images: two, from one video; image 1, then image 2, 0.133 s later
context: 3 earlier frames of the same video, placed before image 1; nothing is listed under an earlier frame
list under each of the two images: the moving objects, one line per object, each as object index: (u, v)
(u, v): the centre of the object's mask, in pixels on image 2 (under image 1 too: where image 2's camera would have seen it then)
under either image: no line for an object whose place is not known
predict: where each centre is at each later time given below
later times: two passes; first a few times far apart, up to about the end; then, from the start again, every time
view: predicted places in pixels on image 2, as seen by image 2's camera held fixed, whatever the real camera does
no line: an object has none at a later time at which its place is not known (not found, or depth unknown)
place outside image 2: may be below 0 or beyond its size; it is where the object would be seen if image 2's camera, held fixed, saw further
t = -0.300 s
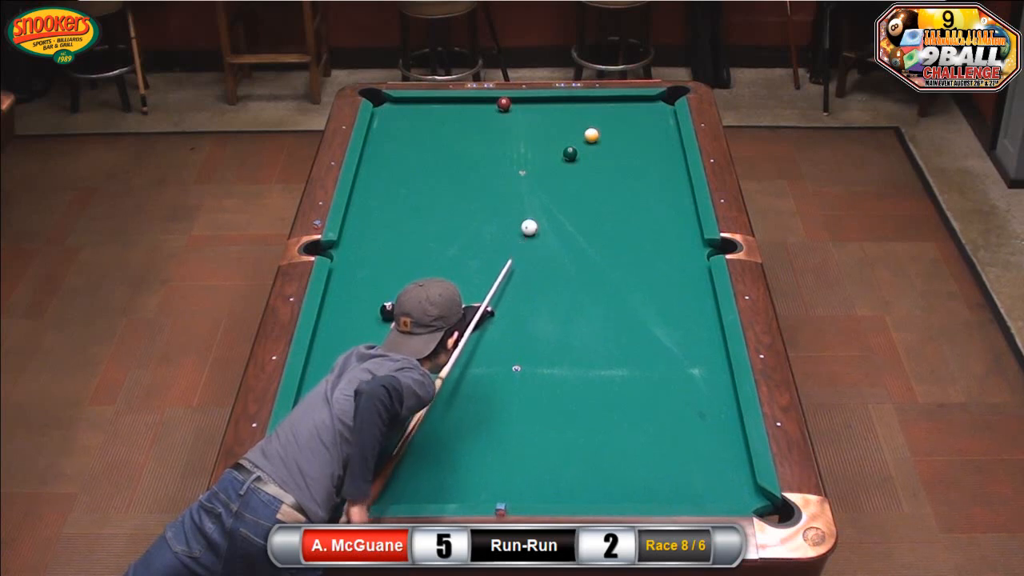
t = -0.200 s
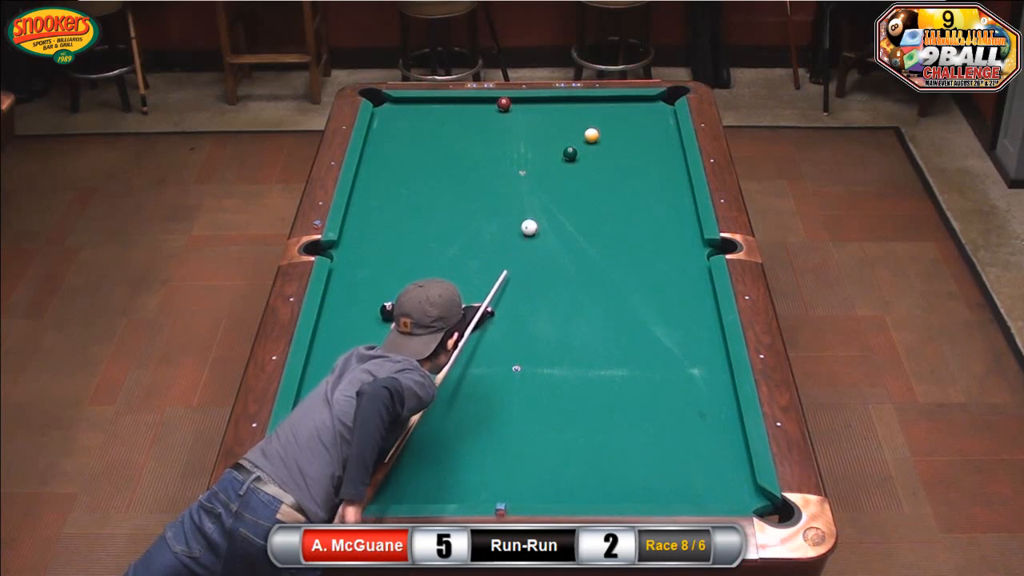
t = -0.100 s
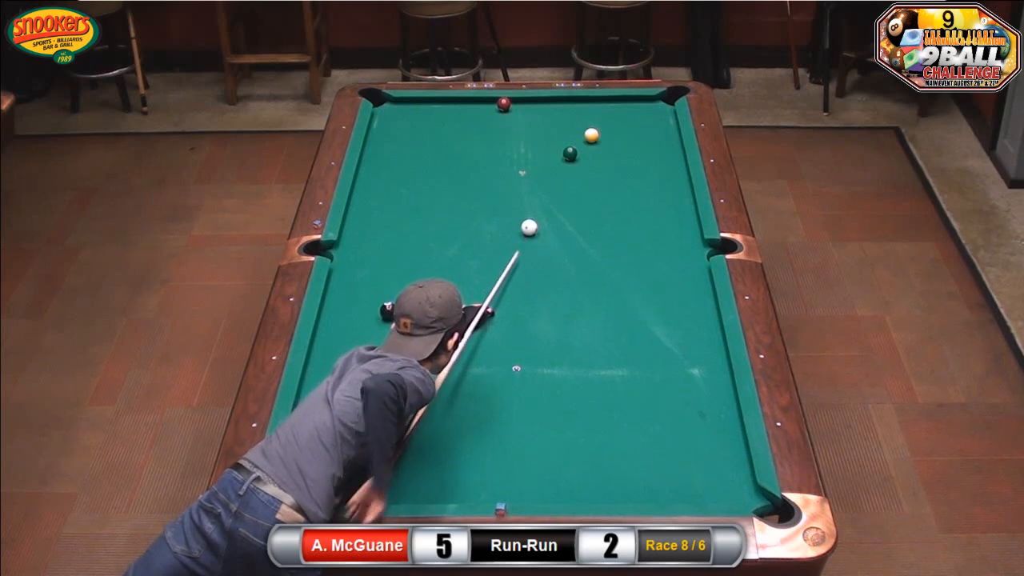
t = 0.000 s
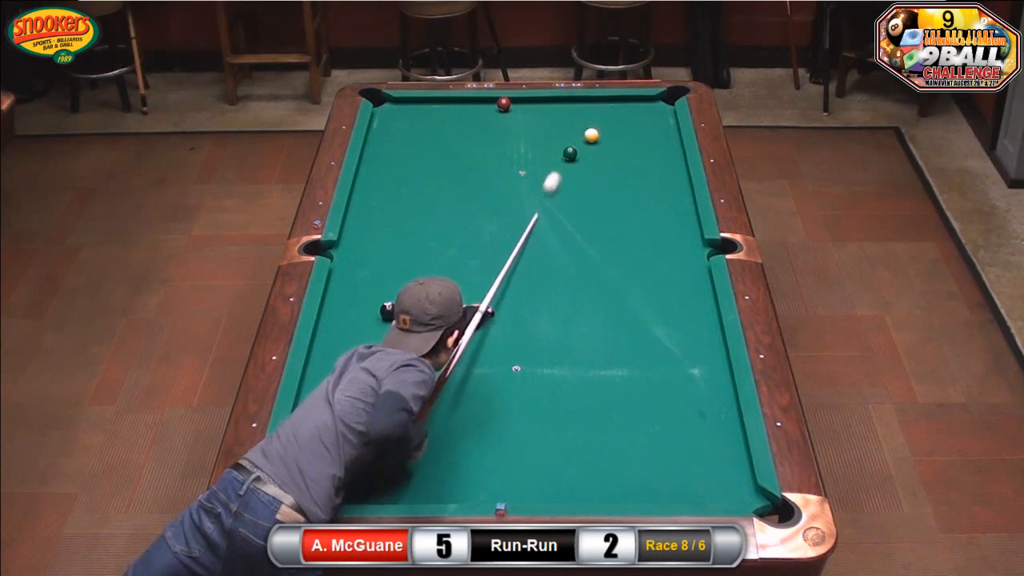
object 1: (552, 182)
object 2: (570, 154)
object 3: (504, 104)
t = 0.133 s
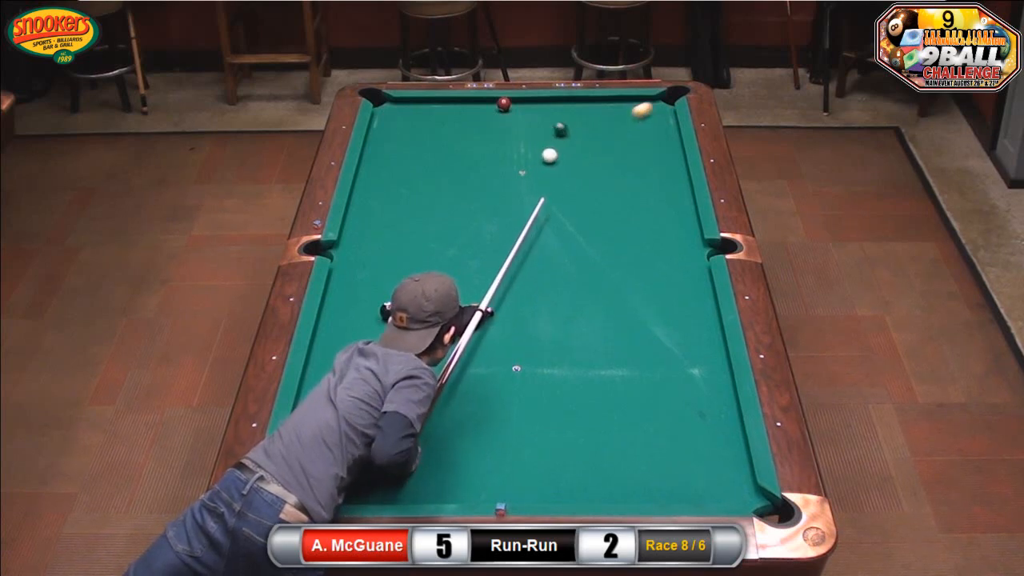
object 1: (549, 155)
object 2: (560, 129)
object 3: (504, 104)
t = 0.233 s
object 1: (536, 155)
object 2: (537, 117)
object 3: (504, 104)
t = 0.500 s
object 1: (503, 156)
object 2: (505, 109)
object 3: (476, 103)
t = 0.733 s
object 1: (475, 156)
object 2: (481, 123)
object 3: (442, 101)
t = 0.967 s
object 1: (449, 156)
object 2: (456, 137)
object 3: (412, 103)
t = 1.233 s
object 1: (418, 159)
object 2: (430, 152)
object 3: (379, 104)
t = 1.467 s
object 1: (386, 168)
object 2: (414, 157)
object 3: (386, 100)
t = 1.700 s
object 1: (365, 175)
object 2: (399, 162)
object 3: (380, 102)
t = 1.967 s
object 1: (383, 180)
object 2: (384, 165)
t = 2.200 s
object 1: (398, 183)
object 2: (371, 171)
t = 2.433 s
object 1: (412, 187)
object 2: (363, 175)
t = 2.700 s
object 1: (427, 190)
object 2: (368, 177)
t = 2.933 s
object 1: (439, 193)
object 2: (373, 178)
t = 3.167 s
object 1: (449, 195)
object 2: (376, 179)
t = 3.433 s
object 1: (461, 198)
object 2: (379, 180)
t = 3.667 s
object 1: (469, 200)
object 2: (380, 181)
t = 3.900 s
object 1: (477, 202)
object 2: (381, 181)
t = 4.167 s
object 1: (484, 203)
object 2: (381, 180)
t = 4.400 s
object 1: (489, 204)
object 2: (381, 180)
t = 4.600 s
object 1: (493, 205)
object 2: (381, 180)
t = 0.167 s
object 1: (545, 155)
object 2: (552, 125)
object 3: (504, 104)
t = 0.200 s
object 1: (540, 155)
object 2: (545, 121)
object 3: (504, 104)
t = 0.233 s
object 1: (536, 155)
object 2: (537, 117)
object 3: (504, 104)
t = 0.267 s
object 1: (532, 155)
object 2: (530, 113)
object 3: (503, 104)
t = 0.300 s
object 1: (527, 155)
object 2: (524, 109)
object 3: (504, 104)
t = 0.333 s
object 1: (523, 156)
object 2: (518, 105)
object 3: (503, 104)
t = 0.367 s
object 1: (519, 156)
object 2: (517, 103)
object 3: (497, 104)
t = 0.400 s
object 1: (515, 156)
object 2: (516, 103)
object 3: (491, 104)
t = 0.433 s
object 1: (511, 156)
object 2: (512, 105)
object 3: (486, 103)
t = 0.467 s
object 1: (507, 156)
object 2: (509, 107)
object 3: (481, 103)
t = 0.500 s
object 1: (503, 156)
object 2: (505, 109)
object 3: (476, 103)
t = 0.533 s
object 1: (499, 156)
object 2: (501, 110)
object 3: (471, 103)
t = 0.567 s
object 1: (495, 156)
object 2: (498, 113)
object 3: (466, 102)
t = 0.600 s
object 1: (491, 156)
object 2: (495, 115)
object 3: (461, 102)
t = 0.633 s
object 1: (487, 156)
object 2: (492, 117)
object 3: (457, 102)
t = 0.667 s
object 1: (483, 156)
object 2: (488, 119)
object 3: (451, 101)
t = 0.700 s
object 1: (479, 156)
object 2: (484, 122)
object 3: (446, 101)
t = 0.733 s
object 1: (475, 156)
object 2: (481, 123)
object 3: (442, 101)
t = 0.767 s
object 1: (472, 156)
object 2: (477, 125)
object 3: (438, 101)
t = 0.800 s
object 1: (468, 156)
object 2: (474, 128)
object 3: (433, 101)
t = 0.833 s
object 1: (464, 156)
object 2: (470, 130)
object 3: (429, 101)
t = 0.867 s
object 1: (460, 156)
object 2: (467, 132)
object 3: (425, 102)
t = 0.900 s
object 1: (456, 156)
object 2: (463, 134)
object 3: (420, 102)
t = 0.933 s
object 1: (453, 156)
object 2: (459, 136)
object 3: (416, 102)
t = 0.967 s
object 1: (449, 156)
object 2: (456, 137)
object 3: (412, 103)
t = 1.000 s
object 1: (445, 156)
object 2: (452, 140)
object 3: (408, 103)
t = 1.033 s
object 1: (442, 156)
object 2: (449, 142)
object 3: (403, 103)
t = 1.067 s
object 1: (438, 156)
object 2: (445, 144)
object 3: (399, 103)
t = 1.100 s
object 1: (435, 156)
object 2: (442, 145)
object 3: (395, 103)
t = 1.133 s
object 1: (431, 156)
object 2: (439, 147)
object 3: (390, 103)
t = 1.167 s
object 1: (427, 156)
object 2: (436, 149)
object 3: (386, 104)
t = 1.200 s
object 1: (422, 158)
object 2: (431, 146)
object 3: (383, 104)
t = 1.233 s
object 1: (418, 159)
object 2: (430, 152)
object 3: (379, 104)
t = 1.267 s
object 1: (413, 160)
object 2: (427, 152)
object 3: (380, 103)
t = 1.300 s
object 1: (409, 162)
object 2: (425, 153)
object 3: (381, 103)
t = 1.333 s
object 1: (404, 163)
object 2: (423, 154)
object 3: (382, 102)
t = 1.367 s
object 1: (399, 164)
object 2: (421, 155)
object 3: (383, 101)
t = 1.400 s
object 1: (395, 165)
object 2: (418, 156)
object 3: (385, 100)
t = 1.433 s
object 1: (390, 167)
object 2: (416, 156)
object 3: (386, 100)
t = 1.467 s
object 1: (386, 168)
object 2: (414, 157)
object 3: (386, 100)
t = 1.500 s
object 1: (381, 169)
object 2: (412, 158)
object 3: (385, 100)
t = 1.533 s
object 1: (376, 170)
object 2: (410, 158)
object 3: (383, 100)
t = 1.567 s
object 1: (372, 172)
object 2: (407, 159)
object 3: (383, 101)
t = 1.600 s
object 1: (367, 173)
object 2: (405, 160)
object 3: (382, 100)
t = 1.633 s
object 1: (363, 174)
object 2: (403, 161)
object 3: (381, 102)
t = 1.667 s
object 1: (362, 175)
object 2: (401, 161)
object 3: (381, 101)
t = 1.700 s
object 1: (365, 175)
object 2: (399, 162)
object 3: (380, 102)
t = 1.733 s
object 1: (367, 176)
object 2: (397, 162)
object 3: (379, 102)
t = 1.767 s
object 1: (369, 176)
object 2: (395, 163)
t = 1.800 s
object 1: (372, 177)
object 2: (393, 163)
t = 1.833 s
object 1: (374, 177)
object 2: (392, 164)
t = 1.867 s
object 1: (376, 178)
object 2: (390, 165)
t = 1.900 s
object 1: (378, 179)
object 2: (388, 165)
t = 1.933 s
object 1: (381, 179)
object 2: (386, 165)
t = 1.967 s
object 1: (383, 180)
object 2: (384, 165)
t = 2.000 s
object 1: (385, 180)
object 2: (381, 166)
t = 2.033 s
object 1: (387, 181)
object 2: (379, 167)
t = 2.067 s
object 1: (389, 181)
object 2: (378, 168)
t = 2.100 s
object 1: (392, 182)
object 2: (376, 169)
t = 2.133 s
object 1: (394, 182)
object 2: (375, 170)
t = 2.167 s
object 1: (396, 183)
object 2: (373, 170)
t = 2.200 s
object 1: (398, 183)
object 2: (371, 171)
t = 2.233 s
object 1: (400, 184)
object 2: (369, 172)
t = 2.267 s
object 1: (402, 184)
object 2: (367, 172)
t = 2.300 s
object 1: (404, 185)
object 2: (366, 173)
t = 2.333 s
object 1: (406, 185)
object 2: (365, 173)
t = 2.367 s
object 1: (408, 186)
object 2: (363, 174)
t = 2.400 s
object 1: (410, 186)
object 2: (362, 175)
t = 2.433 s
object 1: (412, 187)
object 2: (363, 175)
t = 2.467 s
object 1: (414, 187)
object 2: (363, 175)
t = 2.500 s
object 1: (416, 188)
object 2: (364, 175)
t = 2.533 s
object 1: (418, 188)
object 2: (364, 175)
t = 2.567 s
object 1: (420, 188)
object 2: (365, 176)
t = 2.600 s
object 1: (421, 189)
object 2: (366, 176)
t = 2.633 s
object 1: (423, 189)
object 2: (366, 176)
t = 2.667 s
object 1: (425, 190)
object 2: (367, 177)
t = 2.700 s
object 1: (427, 190)
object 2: (368, 177)
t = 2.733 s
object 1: (428, 190)
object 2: (368, 177)
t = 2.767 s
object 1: (430, 191)
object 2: (369, 177)
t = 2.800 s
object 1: (432, 191)
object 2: (370, 177)
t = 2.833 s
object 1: (434, 192)
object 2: (370, 178)
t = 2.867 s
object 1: (435, 192)
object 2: (371, 178)
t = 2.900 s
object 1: (437, 193)
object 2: (372, 178)
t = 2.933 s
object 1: (439, 193)
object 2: (373, 178)
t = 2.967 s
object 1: (440, 193)
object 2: (373, 178)
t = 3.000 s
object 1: (442, 194)
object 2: (374, 179)
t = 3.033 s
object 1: (444, 194)
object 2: (374, 179)
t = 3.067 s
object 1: (445, 194)
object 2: (375, 179)
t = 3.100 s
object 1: (446, 195)
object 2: (375, 179)
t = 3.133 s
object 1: (448, 195)
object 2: (376, 179)
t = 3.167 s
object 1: (449, 195)
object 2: (376, 179)
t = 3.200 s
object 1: (451, 196)
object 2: (376, 179)
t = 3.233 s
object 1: (452, 196)
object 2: (377, 180)
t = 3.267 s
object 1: (454, 196)
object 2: (377, 180)
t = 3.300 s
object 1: (455, 197)
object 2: (377, 180)
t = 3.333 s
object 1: (457, 197)
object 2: (378, 180)
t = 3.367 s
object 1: (458, 197)
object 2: (378, 180)
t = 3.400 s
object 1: (459, 198)
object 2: (378, 180)
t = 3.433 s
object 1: (461, 198)
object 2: (379, 180)
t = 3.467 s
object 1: (462, 198)
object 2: (379, 180)
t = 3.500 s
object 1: (463, 199)
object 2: (379, 180)
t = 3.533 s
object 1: (464, 199)
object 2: (379, 180)
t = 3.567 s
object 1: (466, 199)
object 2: (380, 181)
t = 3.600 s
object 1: (467, 199)
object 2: (380, 181)
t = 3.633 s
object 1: (468, 200)
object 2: (380, 181)
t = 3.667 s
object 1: (469, 200)
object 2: (380, 181)
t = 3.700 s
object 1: (470, 200)
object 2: (381, 181)
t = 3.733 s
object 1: (471, 200)
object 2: (381, 181)
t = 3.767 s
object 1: (472, 201)
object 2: (381, 181)
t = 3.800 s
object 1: (474, 201)
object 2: (381, 181)
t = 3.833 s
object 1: (475, 201)
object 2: (381, 181)
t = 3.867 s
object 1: (476, 202)
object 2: (381, 181)
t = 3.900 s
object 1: (477, 202)
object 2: (381, 181)
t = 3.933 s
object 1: (478, 202)
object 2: (381, 181)
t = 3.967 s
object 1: (479, 202)
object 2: (381, 181)
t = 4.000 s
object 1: (480, 202)
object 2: (381, 181)
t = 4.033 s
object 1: (481, 203)
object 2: (381, 181)
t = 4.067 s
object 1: (481, 203)
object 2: (381, 181)
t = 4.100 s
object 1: (482, 203)
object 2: (381, 180)
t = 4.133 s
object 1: (483, 203)
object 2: (381, 180)
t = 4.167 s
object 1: (484, 203)
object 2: (381, 180)
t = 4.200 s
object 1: (485, 204)
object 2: (381, 180)
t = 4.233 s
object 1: (486, 204)
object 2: (381, 180)
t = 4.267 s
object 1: (487, 204)
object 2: (381, 180)
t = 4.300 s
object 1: (487, 204)
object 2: (381, 180)
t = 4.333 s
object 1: (488, 204)
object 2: (381, 180)
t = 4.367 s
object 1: (489, 204)
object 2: (381, 180)
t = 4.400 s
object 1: (489, 204)
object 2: (381, 180)
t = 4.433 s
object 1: (490, 204)
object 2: (381, 180)
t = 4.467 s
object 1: (491, 204)
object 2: (381, 180)
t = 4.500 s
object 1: (492, 205)
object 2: (381, 180)
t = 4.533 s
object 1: (492, 205)
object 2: (381, 181)
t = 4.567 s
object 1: (493, 205)
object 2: (381, 181)
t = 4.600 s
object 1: (493, 205)
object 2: (381, 180)
